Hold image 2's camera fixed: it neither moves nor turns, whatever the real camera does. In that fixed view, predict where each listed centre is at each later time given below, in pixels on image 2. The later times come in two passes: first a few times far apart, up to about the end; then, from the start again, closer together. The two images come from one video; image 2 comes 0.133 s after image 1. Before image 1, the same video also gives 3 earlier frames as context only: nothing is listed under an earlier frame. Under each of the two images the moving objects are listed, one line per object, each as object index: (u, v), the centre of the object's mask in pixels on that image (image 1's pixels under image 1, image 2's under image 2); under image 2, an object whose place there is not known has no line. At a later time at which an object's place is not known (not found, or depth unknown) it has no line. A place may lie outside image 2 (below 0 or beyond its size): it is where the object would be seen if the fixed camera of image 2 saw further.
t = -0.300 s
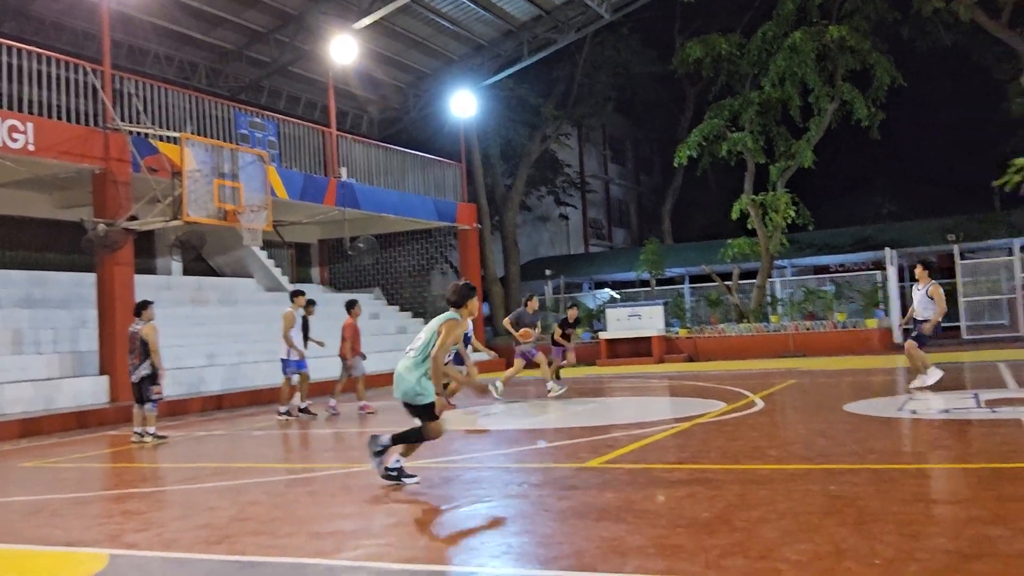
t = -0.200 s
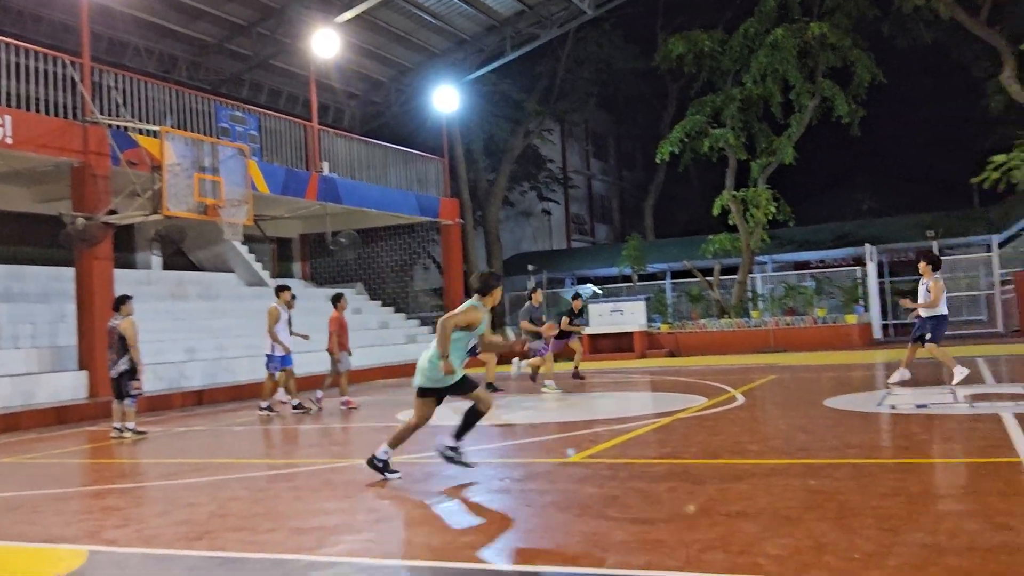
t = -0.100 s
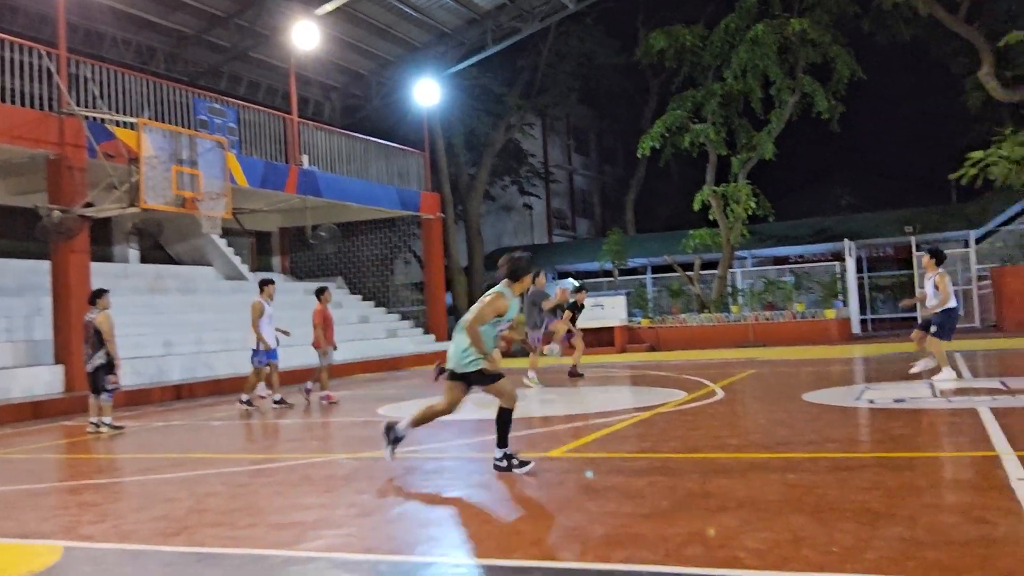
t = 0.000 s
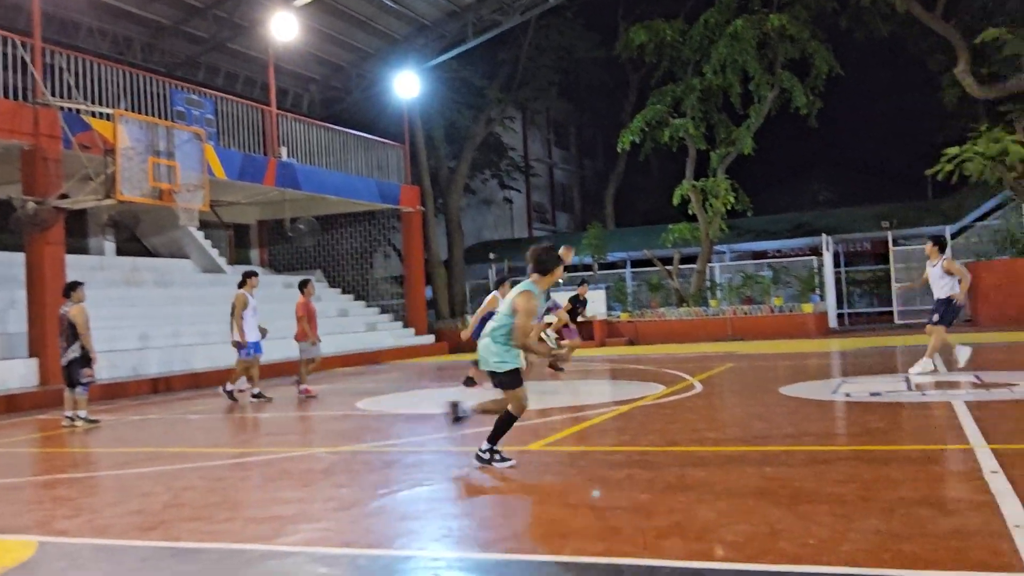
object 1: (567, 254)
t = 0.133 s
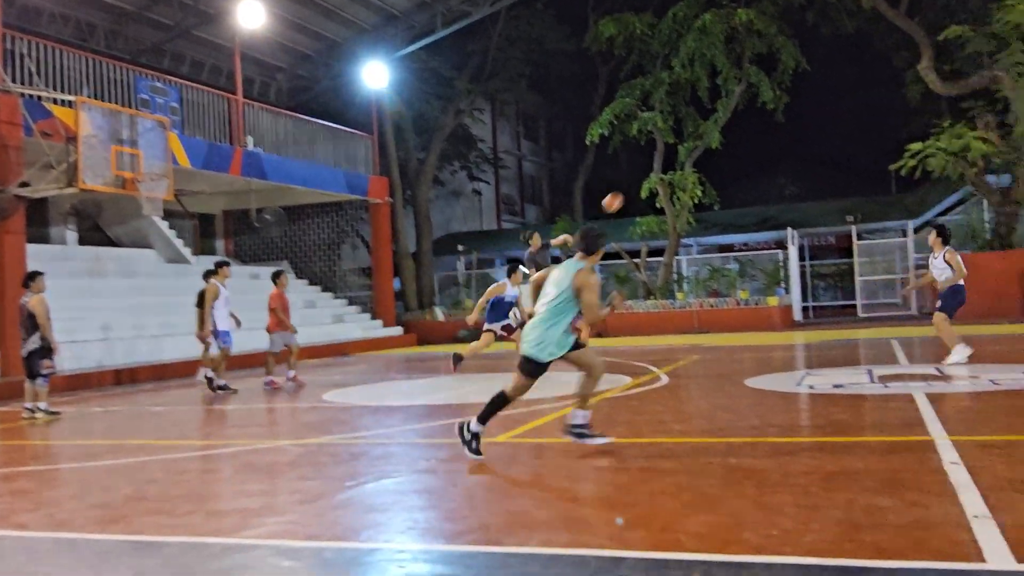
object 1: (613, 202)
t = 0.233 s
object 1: (687, 173)
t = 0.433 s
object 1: (869, 126)
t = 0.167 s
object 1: (637, 192)
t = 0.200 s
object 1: (661, 182)
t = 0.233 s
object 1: (687, 173)
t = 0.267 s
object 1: (713, 165)
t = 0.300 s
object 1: (742, 156)
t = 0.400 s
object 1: (835, 133)
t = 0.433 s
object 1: (869, 126)
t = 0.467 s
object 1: (906, 120)
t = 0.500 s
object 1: (943, 114)
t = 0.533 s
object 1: (982, 108)
